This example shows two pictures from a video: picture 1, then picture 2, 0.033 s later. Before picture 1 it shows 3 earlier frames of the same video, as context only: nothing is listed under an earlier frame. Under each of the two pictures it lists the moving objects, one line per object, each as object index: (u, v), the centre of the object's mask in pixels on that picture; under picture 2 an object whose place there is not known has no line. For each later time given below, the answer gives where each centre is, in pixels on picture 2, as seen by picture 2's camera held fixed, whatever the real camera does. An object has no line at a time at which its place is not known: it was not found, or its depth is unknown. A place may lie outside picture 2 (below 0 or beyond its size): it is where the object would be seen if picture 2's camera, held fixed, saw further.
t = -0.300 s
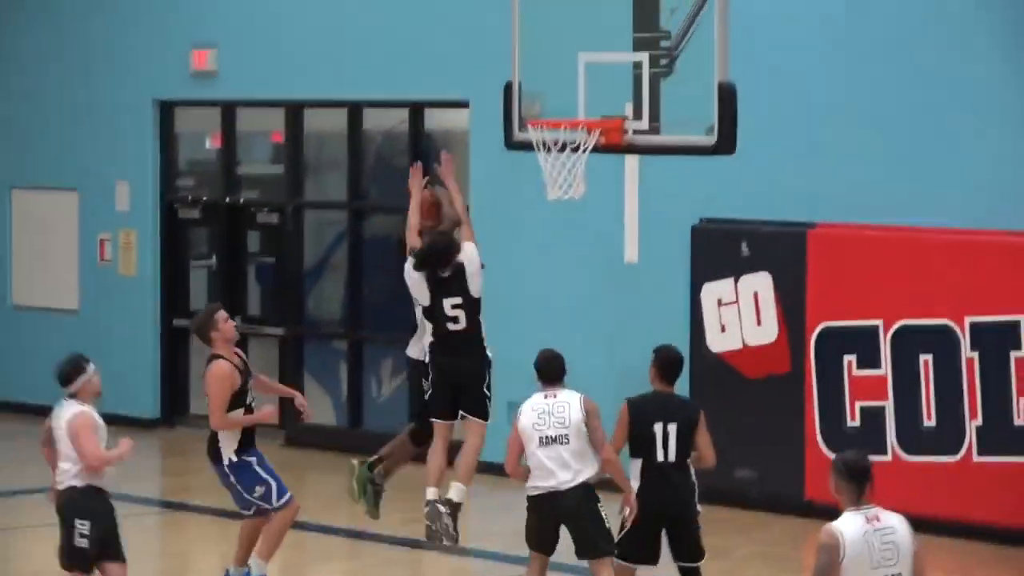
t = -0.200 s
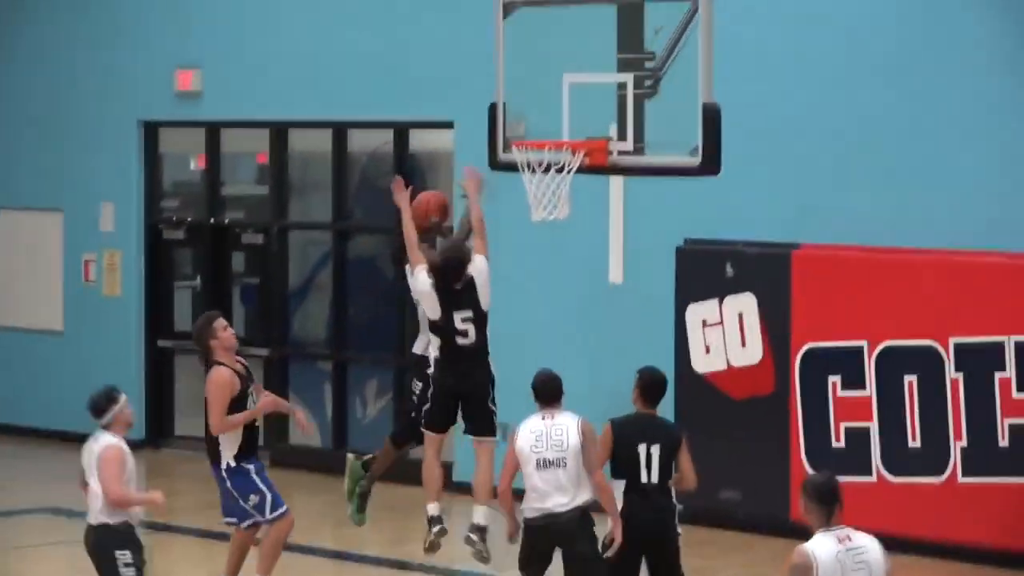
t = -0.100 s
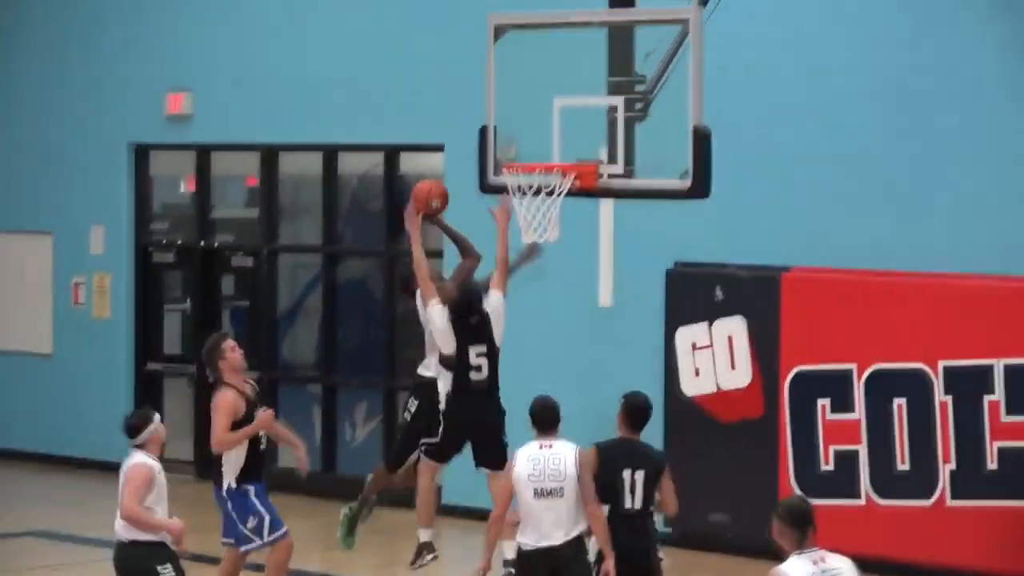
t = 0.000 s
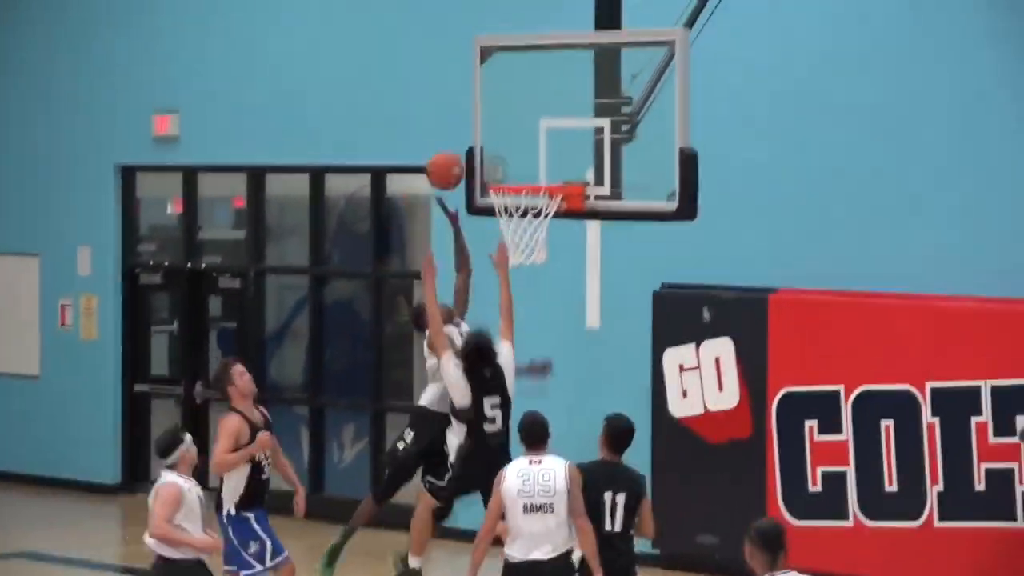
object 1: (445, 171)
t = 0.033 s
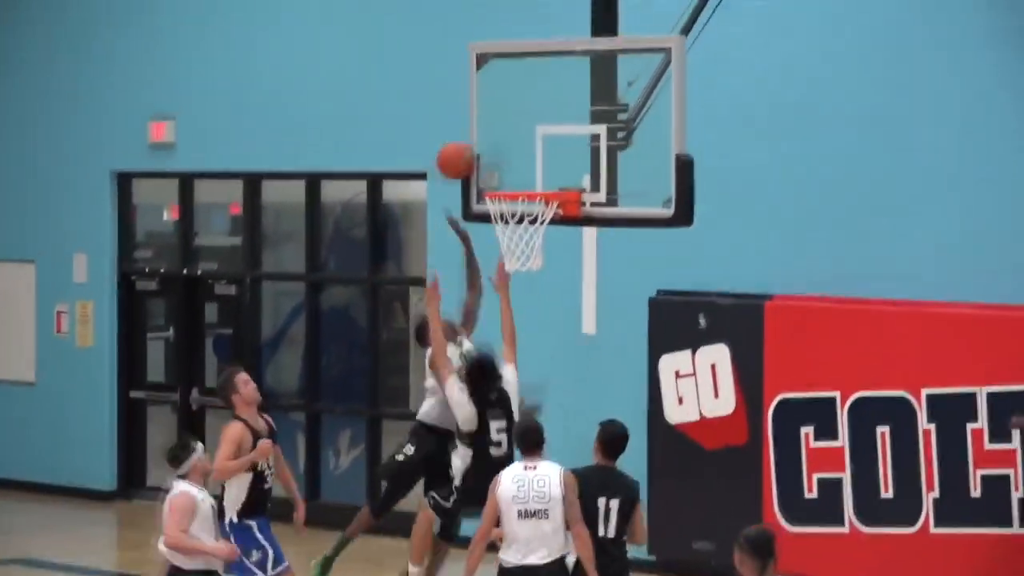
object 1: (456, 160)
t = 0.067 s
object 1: (468, 147)
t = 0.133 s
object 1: (481, 130)
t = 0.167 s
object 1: (484, 127)
